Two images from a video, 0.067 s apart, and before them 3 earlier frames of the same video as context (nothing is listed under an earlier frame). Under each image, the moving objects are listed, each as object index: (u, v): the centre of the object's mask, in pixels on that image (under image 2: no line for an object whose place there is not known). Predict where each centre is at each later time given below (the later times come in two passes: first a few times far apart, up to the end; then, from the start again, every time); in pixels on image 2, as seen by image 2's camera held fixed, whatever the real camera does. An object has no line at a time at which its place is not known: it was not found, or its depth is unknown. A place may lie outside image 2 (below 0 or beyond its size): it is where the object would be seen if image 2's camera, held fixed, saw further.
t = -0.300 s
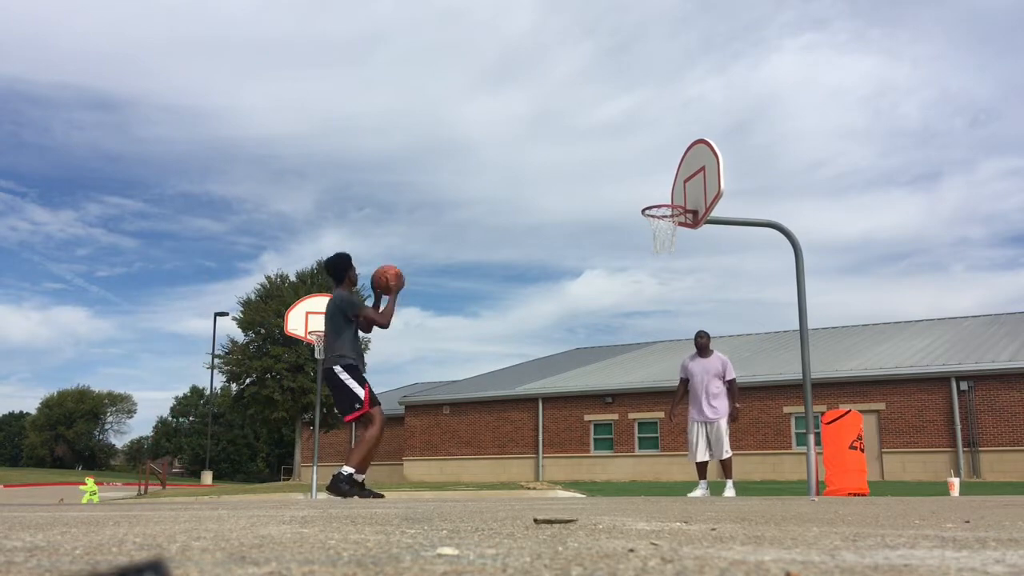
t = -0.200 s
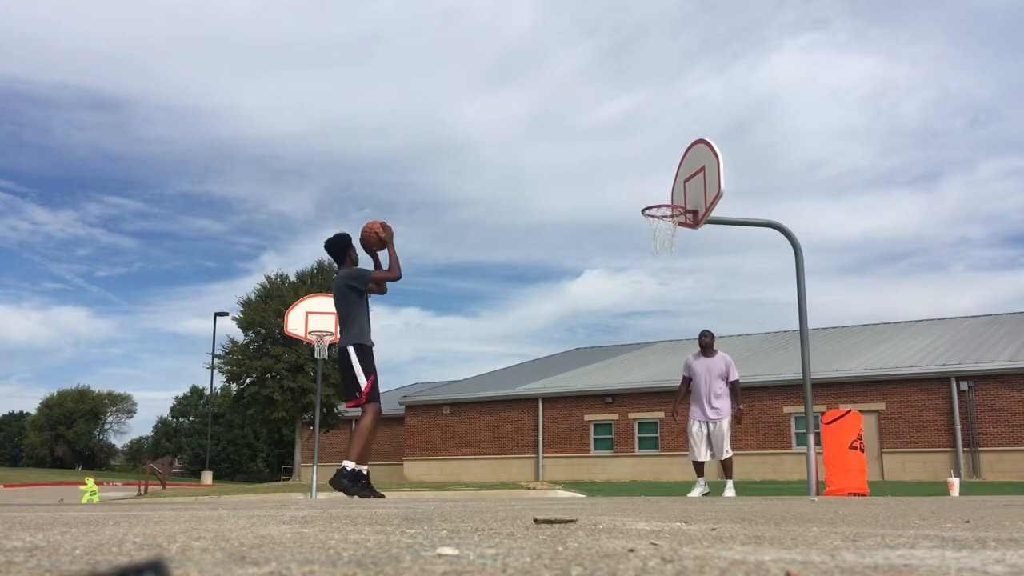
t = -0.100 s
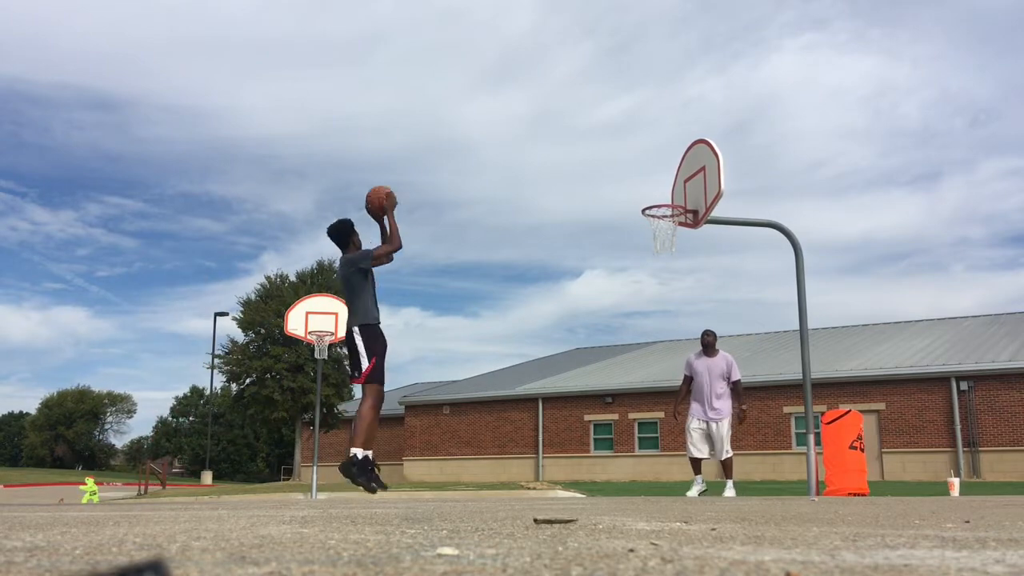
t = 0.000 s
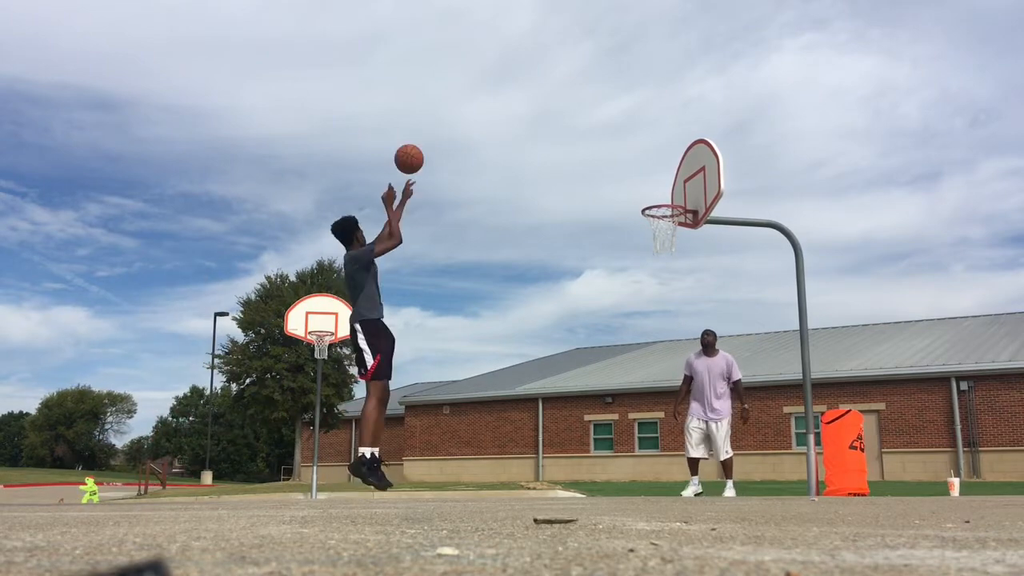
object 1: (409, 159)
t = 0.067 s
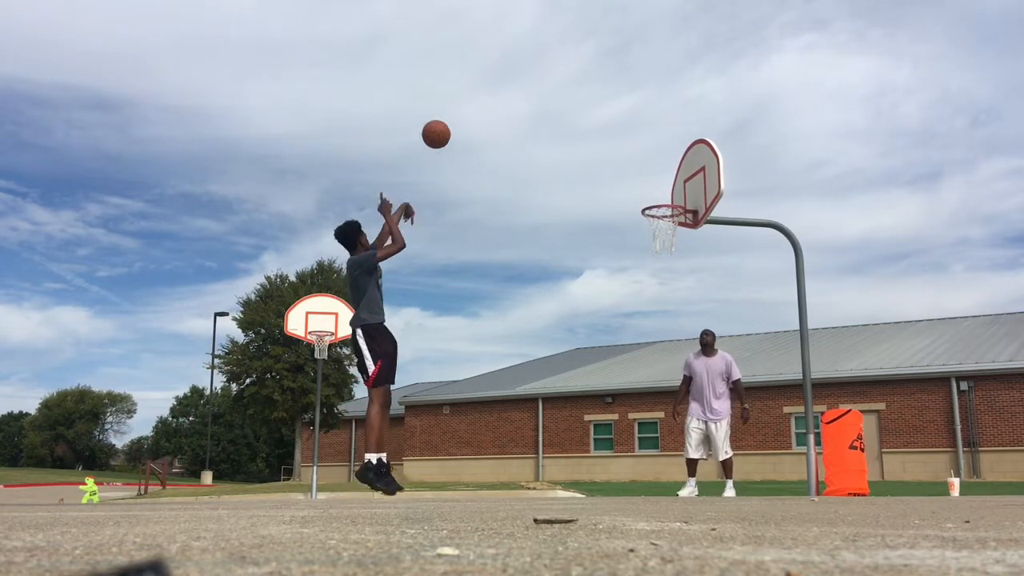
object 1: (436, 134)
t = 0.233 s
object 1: (496, 98)
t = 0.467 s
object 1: (566, 99)
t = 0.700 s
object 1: (625, 146)
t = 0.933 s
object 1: (670, 226)
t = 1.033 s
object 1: (667, 247)
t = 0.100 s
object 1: (449, 124)
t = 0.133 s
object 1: (461, 116)
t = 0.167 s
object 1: (473, 109)
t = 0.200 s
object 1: (484, 103)
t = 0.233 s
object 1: (496, 98)
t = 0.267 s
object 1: (507, 95)
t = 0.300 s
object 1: (517, 93)
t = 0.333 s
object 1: (528, 93)
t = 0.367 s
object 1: (538, 93)
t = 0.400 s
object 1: (547, 94)
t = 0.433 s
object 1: (557, 96)
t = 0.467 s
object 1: (566, 99)
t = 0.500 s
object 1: (575, 104)
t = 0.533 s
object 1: (584, 108)
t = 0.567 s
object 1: (592, 114)
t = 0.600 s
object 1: (601, 121)
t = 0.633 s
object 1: (609, 128)
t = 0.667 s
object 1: (617, 137)
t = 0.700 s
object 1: (625, 146)
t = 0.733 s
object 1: (633, 156)
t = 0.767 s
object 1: (641, 167)
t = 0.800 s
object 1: (648, 178)
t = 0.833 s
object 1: (656, 190)
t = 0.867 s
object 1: (662, 203)
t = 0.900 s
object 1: (669, 217)
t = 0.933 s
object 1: (670, 226)
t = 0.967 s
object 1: (669, 231)
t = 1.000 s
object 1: (668, 239)
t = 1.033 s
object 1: (667, 247)
